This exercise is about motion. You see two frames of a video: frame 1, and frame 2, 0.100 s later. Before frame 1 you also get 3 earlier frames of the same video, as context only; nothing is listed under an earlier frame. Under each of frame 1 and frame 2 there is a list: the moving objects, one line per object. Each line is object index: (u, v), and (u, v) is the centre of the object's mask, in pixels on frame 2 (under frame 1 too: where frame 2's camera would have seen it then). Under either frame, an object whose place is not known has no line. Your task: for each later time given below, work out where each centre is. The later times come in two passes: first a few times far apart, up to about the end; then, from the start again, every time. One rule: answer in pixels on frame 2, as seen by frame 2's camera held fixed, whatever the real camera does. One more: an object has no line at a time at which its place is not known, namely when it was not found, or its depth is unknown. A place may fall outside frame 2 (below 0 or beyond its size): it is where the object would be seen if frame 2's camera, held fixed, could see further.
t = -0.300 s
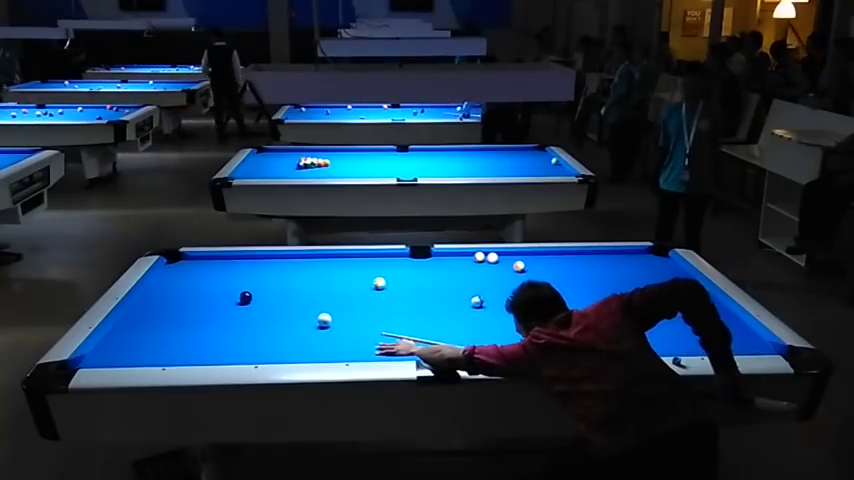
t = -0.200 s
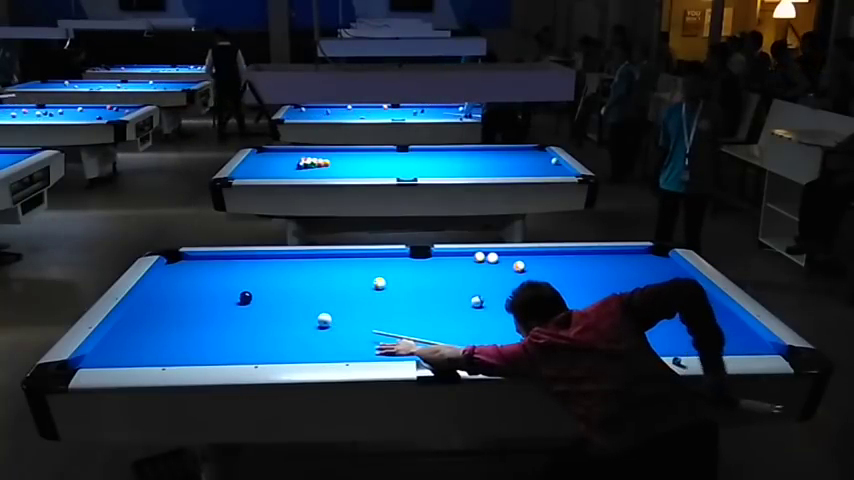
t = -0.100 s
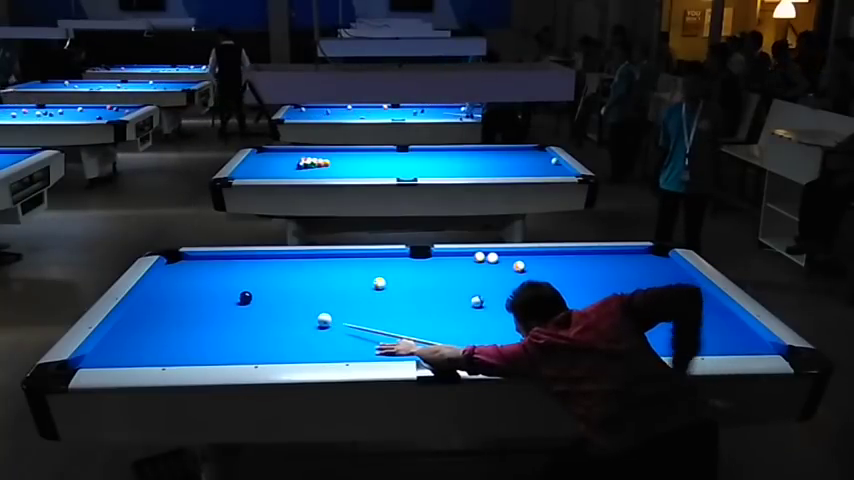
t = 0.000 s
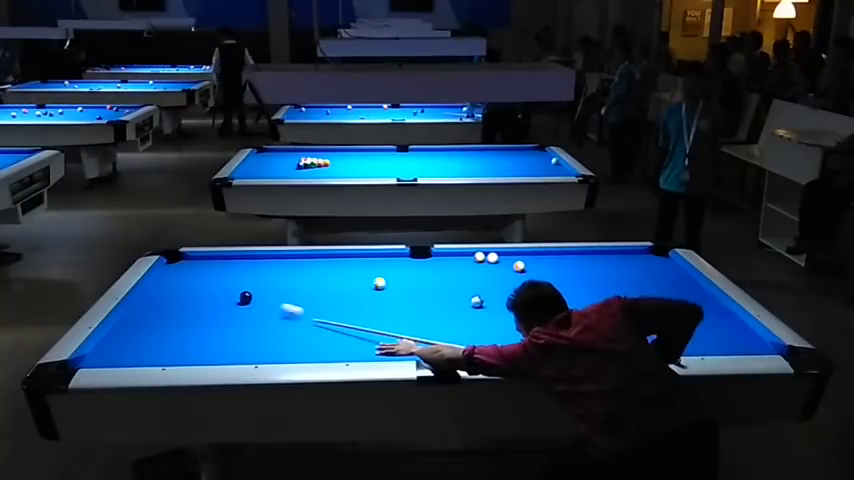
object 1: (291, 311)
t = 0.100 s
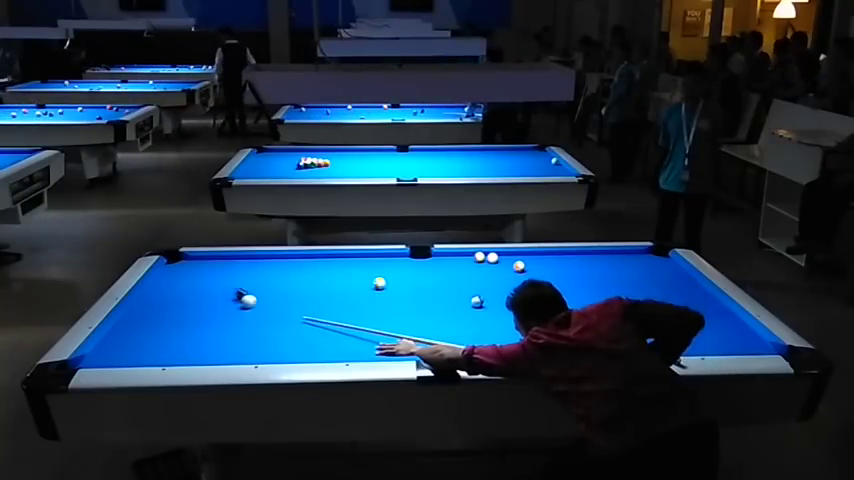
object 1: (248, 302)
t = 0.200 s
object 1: (231, 304)
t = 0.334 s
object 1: (209, 307)
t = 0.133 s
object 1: (242, 303)
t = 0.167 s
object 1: (237, 304)
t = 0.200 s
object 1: (231, 304)
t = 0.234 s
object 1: (225, 305)
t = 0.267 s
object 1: (220, 306)
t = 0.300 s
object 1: (214, 307)
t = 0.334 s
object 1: (209, 307)
